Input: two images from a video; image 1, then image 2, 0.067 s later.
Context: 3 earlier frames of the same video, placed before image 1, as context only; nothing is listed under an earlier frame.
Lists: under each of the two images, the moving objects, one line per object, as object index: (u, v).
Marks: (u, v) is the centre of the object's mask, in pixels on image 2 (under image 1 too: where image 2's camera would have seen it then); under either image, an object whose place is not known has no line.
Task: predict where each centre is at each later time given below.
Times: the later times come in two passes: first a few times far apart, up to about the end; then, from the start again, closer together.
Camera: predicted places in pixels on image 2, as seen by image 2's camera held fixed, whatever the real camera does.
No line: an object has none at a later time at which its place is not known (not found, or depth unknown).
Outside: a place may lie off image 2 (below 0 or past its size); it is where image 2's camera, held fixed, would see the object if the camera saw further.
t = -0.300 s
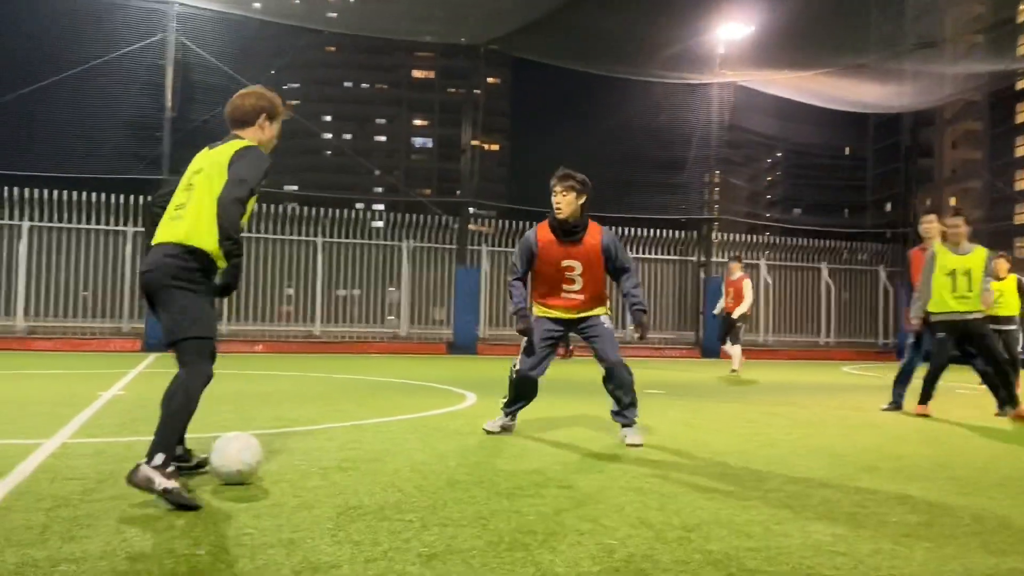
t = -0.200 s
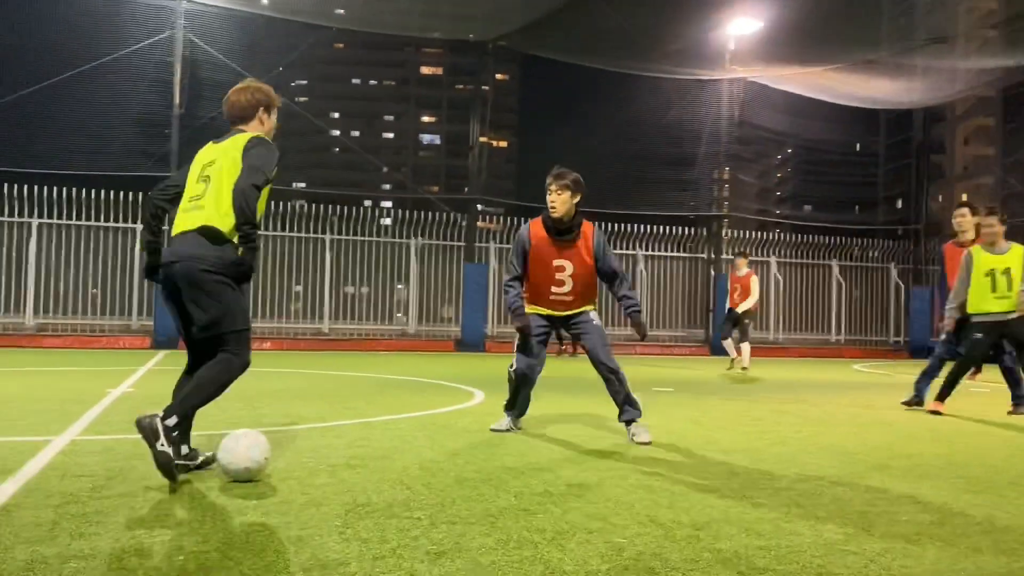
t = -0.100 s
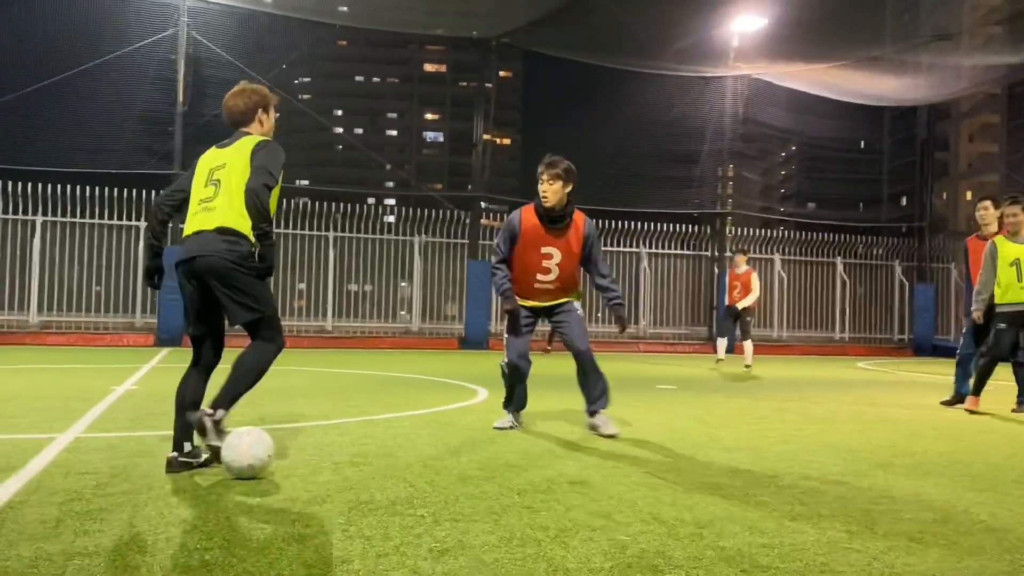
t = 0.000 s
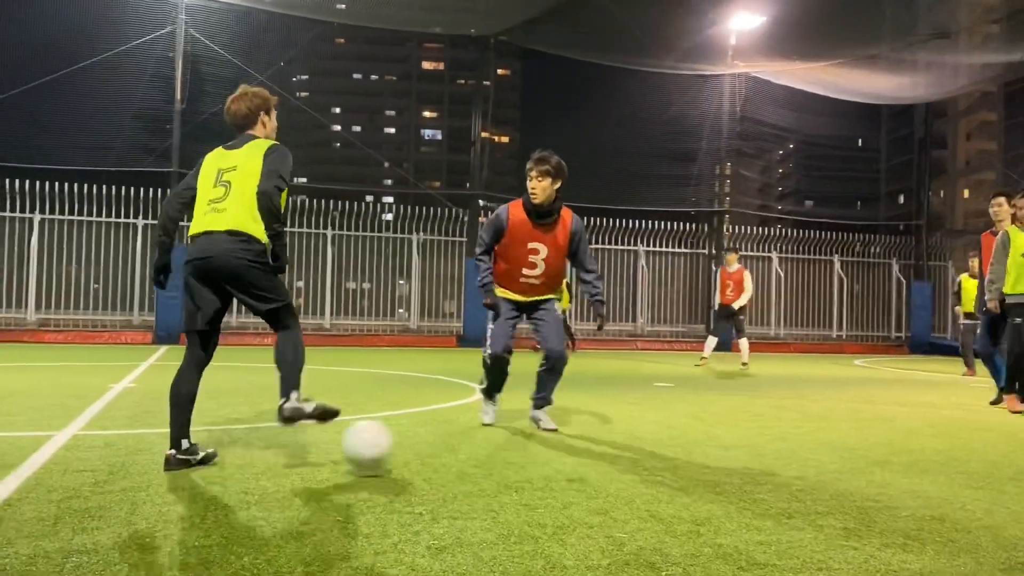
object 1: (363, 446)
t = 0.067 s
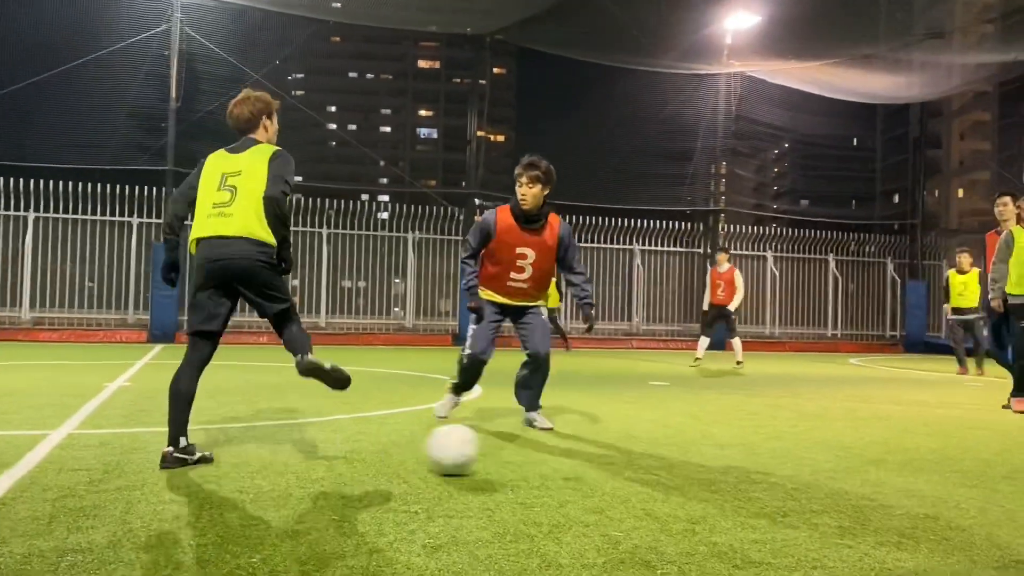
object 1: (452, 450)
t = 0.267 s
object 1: (670, 456)
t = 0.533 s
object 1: (896, 460)
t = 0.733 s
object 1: (1053, 464)
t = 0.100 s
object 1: (490, 450)
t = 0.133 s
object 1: (529, 451)
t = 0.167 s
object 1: (568, 452)
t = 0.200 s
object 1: (602, 454)
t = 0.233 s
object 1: (637, 455)
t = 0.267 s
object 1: (670, 456)
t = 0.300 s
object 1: (702, 458)
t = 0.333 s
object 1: (730, 458)
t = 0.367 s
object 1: (760, 459)
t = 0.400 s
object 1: (787, 459)
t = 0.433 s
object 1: (816, 460)
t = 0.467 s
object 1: (843, 460)
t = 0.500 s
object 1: (870, 460)
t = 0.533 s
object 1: (896, 460)
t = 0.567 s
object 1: (924, 460)
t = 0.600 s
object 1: (950, 462)
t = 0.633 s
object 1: (976, 463)
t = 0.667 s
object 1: (1002, 462)
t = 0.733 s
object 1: (1053, 464)
